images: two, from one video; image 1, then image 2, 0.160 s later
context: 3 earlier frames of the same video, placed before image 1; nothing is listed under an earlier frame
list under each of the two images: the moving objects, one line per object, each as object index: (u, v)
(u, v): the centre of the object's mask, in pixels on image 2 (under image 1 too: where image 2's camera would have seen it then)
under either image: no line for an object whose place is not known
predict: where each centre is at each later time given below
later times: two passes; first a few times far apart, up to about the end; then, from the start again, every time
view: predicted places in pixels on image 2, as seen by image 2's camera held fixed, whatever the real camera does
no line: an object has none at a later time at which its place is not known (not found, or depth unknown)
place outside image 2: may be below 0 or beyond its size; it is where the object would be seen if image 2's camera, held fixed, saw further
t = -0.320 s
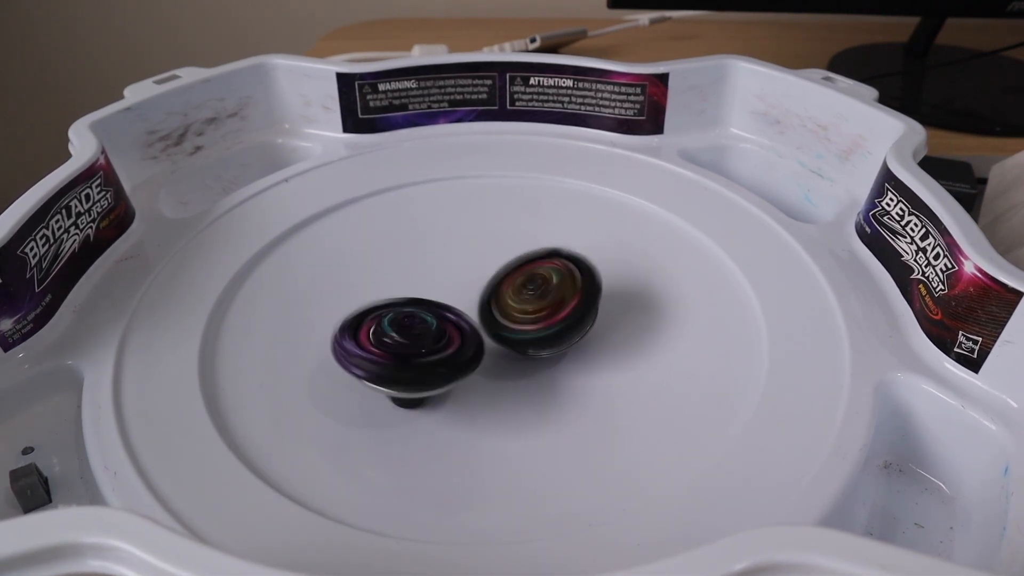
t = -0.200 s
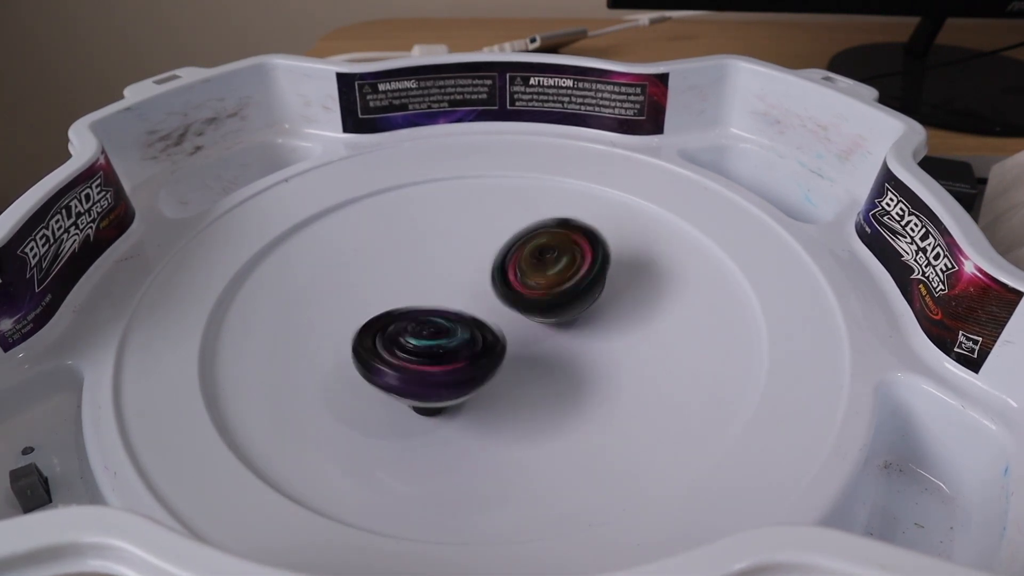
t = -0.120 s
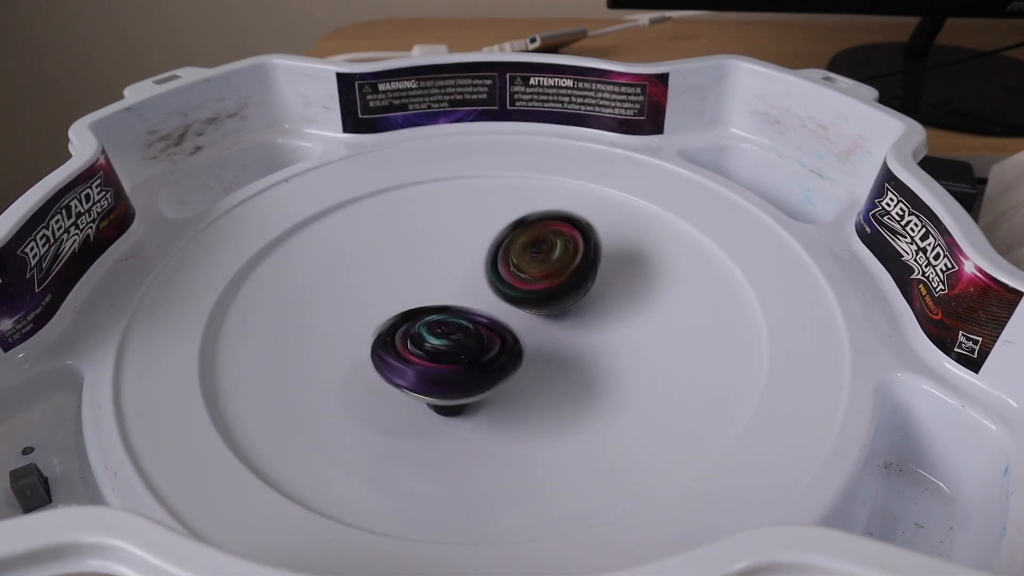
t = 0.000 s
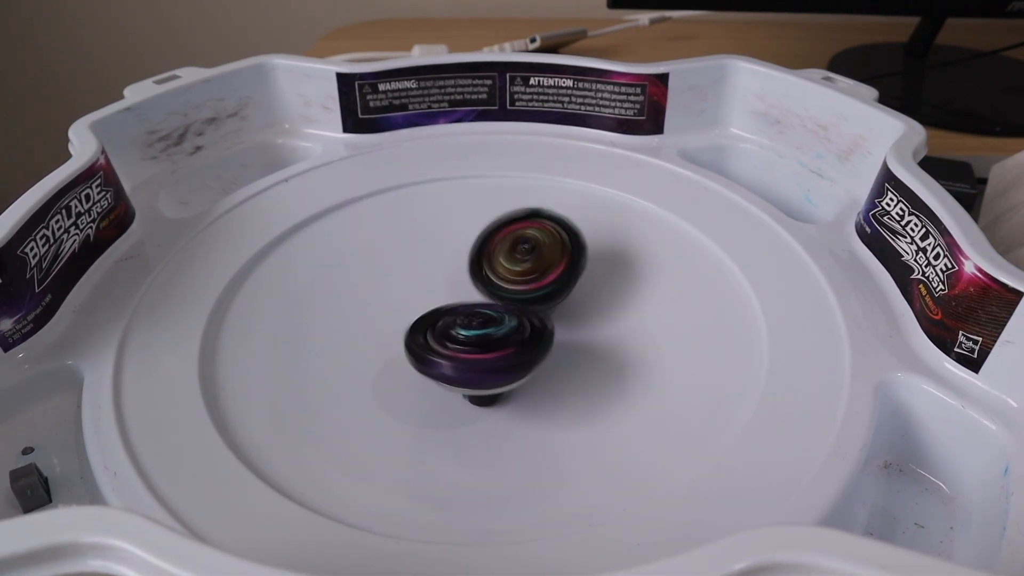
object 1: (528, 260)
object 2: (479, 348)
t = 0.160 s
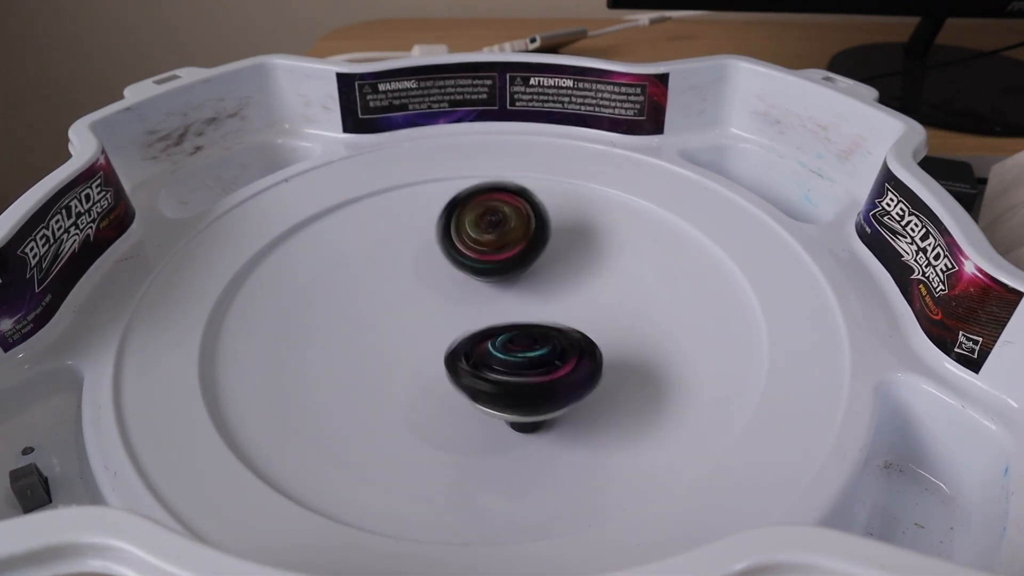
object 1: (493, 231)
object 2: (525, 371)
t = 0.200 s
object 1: (486, 231)
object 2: (530, 371)
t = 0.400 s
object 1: (467, 254)
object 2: (542, 348)
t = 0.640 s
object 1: (395, 299)
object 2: (566, 302)
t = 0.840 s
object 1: (381, 343)
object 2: (561, 270)
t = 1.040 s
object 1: (416, 378)
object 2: (531, 251)
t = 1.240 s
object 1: (478, 390)
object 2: (489, 249)
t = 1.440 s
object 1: (546, 371)
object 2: (450, 266)
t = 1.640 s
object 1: (594, 331)
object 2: (422, 295)
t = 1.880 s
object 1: (607, 281)
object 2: (428, 332)
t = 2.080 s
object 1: (580, 259)
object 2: (463, 353)
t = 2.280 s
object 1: (523, 248)
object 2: (515, 350)
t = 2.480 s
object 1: (455, 249)
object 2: (554, 324)
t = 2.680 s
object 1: (402, 266)
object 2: (563, 291)
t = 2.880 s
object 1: (383, 295)
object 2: (545, 264)
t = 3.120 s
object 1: (413, 344)
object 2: (498, 252)
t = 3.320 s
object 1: (483, 377)
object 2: (457, 263)
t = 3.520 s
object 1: (555, 373)
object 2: (428, 291)
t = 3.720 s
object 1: (586, 342)
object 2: (420, 325)
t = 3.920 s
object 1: (581, 297)
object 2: (450, 346)
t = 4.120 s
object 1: (546, 252)
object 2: (501, 349)
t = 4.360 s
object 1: (490, 232)
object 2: (556, 320)
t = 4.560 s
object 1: (447, 245)
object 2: (567, 289)
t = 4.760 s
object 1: (414, 282)
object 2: (545, 266)
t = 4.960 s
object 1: (409, 338)
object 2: (504, 258)
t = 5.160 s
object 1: (448, 382)
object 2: (457, 267)
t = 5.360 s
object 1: (501, 388)
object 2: (423, 290)
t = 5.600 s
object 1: (583, 344)
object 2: (402, 322)
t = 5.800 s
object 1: (613, 276)
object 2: (422, 333)
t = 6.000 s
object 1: (582, 233)
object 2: (482, 333)
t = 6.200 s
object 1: (521, 226)
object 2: (550, 319)
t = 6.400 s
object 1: (440, 245)
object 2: (580, 301)
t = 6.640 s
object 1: (358, 300)
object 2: (558, 283)
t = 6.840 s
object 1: (361, 351)
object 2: (504, 277)
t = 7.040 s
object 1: (439, 386)
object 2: (451, 270)
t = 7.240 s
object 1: (558, 373)
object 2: (426, 280)
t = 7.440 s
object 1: (623, 318)
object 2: (431, 304)
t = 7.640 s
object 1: (610, 263)
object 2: (464, 333)
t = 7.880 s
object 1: (533, 230)
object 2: (522, 339)
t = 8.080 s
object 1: (448, 238)
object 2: (552, 324)
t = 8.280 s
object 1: (378, 278)
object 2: (546, 297)
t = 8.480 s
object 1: (365, 335)
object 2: (524, 273)
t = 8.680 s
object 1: (432, 382)
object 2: (484, 263)
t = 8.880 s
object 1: (546, 380)
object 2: (455, 275)
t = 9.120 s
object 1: (617, 316)
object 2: (437, 308)
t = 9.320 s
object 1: (590, 262)
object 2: (454, 337)
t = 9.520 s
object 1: (518, 236)
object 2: (495, 344)
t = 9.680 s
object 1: (451, 240)
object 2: (529, 332)
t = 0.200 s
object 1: (486, 231)
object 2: (530, 371)
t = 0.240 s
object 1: (485, 234)
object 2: (533, 368)
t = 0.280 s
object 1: (479, 237)
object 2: (538, 365)
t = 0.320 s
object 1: (477, 242)
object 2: (542, 360)
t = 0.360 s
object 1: (471, 247)
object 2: (543, 354)
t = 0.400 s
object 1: (467, 254)
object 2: (542, 348)
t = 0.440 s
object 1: (457, 260)
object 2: (546, 342)
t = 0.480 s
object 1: (449, 269)
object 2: (548, 334)
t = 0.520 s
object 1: (438, 276)
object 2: (547, 327)
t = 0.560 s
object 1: (426, 285)
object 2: (549, 318)
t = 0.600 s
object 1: (409, 291)
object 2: (560, 311)
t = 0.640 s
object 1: (395, 299)
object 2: (566, 302)
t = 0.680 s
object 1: (389, 308)
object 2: (568, 295)
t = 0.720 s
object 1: (382, 315)
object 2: (568, 288)
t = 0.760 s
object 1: (380, 326)
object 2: (565, 282)
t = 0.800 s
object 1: (380, 334)
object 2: (563, 276)
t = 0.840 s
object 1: (381, 343)
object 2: (561, 270)
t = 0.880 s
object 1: (387, 352)
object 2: (558, 265)
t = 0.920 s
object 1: (392, 359)
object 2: (553, 260)
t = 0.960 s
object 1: (399, 367)
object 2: (546, 256)
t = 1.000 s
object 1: (409, 373)
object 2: (538, 253)
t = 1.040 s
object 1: (416, 378)
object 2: (531, 251)
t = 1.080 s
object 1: (429, 384)
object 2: (525, 250)
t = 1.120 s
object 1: (440, 387)
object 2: (517, 249)
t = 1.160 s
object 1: (451, 389)
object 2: (509, 248)
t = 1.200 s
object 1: (466, 390)
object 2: (499, 248)
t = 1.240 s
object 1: (478, 390)
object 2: (489, 249)
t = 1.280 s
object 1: (492, 388)
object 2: (480, 252)
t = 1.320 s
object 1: (507, 386)
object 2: (471, 255)
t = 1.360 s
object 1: (519, 382)
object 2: (464, 258)
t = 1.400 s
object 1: (532, 376)
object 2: (458, 262)
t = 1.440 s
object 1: (546, 371)
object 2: (450, 266)
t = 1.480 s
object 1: (557, 365)
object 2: (443, 270)
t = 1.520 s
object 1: (568, 357)
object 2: (436, 275)
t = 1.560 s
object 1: (579, 349)
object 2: (430, 282)
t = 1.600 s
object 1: (586, 341)
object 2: (425, 288)
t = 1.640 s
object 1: (594, 331)
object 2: (422, 295)
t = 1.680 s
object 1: (601, 322)
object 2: (420, 302)
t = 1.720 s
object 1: (604, 313)
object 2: (421, 309)
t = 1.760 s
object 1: (606, 305)
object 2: (421, 316)
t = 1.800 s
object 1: (609, 295)
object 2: (422, 322)
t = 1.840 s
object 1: (609, 288)
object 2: (424, 328)
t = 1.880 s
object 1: (607, 281)
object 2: (428, 332)
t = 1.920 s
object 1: (605, 275)
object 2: (432, 337)
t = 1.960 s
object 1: (602, 269)
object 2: (438, 343)
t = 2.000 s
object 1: (595, 266)
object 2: (445, 346)
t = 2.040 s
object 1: (587, 263)
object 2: (453, 350)
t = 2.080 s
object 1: (580, 259)
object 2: (463, 353)
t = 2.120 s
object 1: (570, 256)
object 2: (473, 354)
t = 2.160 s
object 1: (559, 255)
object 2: (484, 354)
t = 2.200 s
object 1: (549, 252)
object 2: (495, 354)
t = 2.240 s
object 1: (538, 249)
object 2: (505, 352)
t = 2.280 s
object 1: (523, 248)
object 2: (515, 350)
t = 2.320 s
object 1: (509, 247)
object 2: (525, 346)
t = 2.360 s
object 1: (497, 246)
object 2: (534, 341)
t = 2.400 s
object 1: (483, 246)
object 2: (541, 336)
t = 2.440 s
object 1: (468, 247)
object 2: (548, 330)
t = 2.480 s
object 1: (455, 249)
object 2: (554, 324)
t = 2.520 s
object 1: (444, 251)
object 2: (559, 320)
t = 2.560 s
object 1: (431, 253)
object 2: (561, 311)
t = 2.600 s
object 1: (418, 256)
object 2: (564, 305)
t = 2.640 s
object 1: (410, 261)
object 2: (564, 297)
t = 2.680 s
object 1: (402, 266)
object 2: (563, 291)
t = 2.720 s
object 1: (395, 270)
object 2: (562, 285)
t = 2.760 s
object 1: (389, 275)
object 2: (559, 279)
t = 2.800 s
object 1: (385, 282)
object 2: (555, 273)
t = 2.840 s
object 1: (385, 289)
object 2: (551, 268)
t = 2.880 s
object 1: (383, 295)
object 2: (545, 264)
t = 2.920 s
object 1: (383, 302)
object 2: (538, 260)
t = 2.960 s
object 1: (386, 310)
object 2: (531, 257)
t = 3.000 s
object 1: (391, 319)
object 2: (524, 254)
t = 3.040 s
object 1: (397, 327)
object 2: (515, 253)
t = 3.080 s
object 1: (404, 335)
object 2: (507, 252)
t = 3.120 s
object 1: (413, 344)
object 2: (498, 252)
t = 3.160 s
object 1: (426, 353)
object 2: (490, 253)
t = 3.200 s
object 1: (440, 361)
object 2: (481, 254)
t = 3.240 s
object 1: (453, 368)
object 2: (473, 257)
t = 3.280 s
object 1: (467, 373)
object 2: (464, 260)
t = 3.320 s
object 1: (483, 377)
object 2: (457, 263)
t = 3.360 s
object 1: (500, 379)
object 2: (450, 268)
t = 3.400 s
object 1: (516, 380)
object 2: (443, 273)
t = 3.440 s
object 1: (530, 379)
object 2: (438, 278)
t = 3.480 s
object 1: (542, 377)
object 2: (433, 285)
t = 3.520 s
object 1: (555, 373)
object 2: (428, 291)
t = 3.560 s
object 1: (565, 368)
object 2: (424, 298)
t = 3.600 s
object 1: (574, 362)
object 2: (421, 305)
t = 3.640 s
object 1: (579, 356)
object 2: (419, 312)
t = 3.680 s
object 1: (583, 350)
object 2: (419, 318)
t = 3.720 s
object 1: (586, 342)
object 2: (420, 325)
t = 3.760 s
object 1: (589, 334)
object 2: (423, 331)
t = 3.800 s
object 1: (590, 325)
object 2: (427, 336)
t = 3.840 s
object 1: (589, 315)
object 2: (434, 339)
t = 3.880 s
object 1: (586, 306)
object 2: (442, 344)
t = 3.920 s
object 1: (581, 297)
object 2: (450, 346)
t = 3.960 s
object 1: (576, 288)
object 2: (460, 349)
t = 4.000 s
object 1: (570, 278)
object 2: (471, 350)
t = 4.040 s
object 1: (562, 269)
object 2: (481, 351)
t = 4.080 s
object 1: (554, 260)
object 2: (492, 351)
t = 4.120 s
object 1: (546, 252)
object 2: (501, 349)
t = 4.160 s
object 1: (536, 246)
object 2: (510, 347)
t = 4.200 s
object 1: (526, 241)
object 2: (519, 343)
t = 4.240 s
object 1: (516, 238)
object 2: (529, 338)
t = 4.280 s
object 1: (507, 236)
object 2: (539, 333)
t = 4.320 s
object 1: (498, 233)
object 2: (548, 327)
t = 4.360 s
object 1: (490, 232)
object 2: (556, 320)
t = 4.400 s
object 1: (481, 233)
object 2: (562, 314)
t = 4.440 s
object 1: (472, 234)
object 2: (566, 310)
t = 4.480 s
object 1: (463, 237)
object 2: (566, 302)
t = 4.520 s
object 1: (455, 240)
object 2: (566, 295)
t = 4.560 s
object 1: (447, 245)
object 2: (567, 289)
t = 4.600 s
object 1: (440, 251)
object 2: (566, 283)
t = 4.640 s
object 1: (433, 258)
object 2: (564, 278)
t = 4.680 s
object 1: (426, 265)
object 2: (559, 273)
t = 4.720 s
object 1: (420, 273)
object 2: (553, 270)
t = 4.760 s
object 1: (414, 282)
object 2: (545, 266)
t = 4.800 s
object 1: (409, 293)
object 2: (537, 262)
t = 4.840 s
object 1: (406, 304)
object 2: (530, 259)
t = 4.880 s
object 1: (405, 315)
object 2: (523, 257)
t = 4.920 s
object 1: (406, 327)
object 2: (514, 257)
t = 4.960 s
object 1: (409, 338)
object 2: (504, 258)
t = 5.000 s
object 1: (414, 349)
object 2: (493, 259)
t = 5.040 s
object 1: (421, 360)
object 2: (482, 259)
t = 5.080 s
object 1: (429, 368)
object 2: (474, 260)
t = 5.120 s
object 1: (438, 376)
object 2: (466, 263)
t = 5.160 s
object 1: (448, 382)
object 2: (457, 267)
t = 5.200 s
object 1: (458, 386)
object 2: (448, 271)
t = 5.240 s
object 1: (469, 389)
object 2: (439, 275)
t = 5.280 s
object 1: (480, 391)
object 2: (433, 279)
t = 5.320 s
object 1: (490, 390)
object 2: (428, 285)
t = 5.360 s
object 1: (501, 388)
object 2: (423, 290)
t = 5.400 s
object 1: (512, 384)
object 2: (419, 296)
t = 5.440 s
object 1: (523, 379)
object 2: (414, 302)
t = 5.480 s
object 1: (533, 373)
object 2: (413, 308)
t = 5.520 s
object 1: (543, 365)
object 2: (416, 314)
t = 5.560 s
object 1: (562, 354)
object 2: (410, 319)
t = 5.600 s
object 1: (583, 344)
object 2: (402, 322)
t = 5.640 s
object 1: (595, 331)
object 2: (400, 325)
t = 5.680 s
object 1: (604, 317)
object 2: (404, 329)
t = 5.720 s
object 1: (610, 303)
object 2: (410, 332)
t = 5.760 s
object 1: (614, 289)
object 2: (416, 333)
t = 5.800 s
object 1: (613, 276)
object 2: (422, 333)
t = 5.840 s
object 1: (612, 264)
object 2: (433, 334)
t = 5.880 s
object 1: (607, 254)
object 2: (446, 336)
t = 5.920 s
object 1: (600, 246)
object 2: (456, 335)
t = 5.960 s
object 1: (592, 239)
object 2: (466, 334)
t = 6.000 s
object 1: (582, 233)
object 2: (482, 333)
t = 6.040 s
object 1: (572, 230)
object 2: (497, 330)
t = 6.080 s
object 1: (561, 227)
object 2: (509, 328)
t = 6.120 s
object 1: (549, 226)
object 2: (522, 324)
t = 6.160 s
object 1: (536, 226)
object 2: (538, 322)
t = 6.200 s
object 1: (521, 226)
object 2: (550, 319)
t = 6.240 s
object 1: (506, 228)
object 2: (558, 316)
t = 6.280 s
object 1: (490, 230)
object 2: (568, 312)
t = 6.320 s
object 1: (474, 234)
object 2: (575, 308)
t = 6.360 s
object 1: (457, 239)
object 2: (576, 305)
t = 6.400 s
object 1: (440, 245)
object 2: (580, 301)
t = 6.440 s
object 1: (423, 252)
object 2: (581, 298)
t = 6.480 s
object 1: (406, 261)
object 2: (576, 296)
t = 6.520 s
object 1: (392, 270)
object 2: (575, 292)
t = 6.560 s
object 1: (378, 279)
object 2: (572, 289)
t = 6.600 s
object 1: (367, 290)
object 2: (563, 287)
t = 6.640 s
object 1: (358, 300)
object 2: (558, 283)
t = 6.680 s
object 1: (353, 311)
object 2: (551, 282)
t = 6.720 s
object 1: (350, 322)
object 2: (539, 281)
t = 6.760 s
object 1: (350, 331)
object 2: (530, 279)
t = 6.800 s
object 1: (354, 341)
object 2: (519, 278)
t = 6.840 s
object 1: (361, 351)
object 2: (504, 277)
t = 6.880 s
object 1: (370, 360)
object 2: (494, 274)
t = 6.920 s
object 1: (383, 368)
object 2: (482, 274)
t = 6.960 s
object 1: (399, 376)
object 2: (469, 271)
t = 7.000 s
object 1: (417, 381)
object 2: (462, 270)
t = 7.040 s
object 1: (439, 386)
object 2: (451, 270)
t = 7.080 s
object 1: (462, 388)
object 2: (444, 269)
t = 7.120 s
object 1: (487, 388)
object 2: (439, 272)
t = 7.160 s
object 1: (512, 385)
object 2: (431, 274)
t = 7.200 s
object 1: (535, 380)
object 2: (429, 276)
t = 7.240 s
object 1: (558, 373)
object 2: (426, 280)
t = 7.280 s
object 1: (578, 365)
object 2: (423, 282)
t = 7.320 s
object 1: (594, 354)
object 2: (424, 288)
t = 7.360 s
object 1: (608, 342)
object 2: (422, 293)
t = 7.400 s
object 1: (617, 330)
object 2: (426, 298)
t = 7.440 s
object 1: (623, 318)
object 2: (431, 304)
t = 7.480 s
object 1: (625, 306)
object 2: (434, 309)
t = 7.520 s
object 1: (625, 294)
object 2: (443, 316)
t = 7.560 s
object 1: (623, 283)
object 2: (447, 322)
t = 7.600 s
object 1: (618, 273)
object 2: (456, 328)
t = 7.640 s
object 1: (610, 263)
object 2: (464, 333)
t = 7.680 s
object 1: (600, 256)
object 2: (472, 336)
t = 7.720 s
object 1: (589, 249)
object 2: (484, 338)
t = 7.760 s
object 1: (577, 242)
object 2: (490, 340)
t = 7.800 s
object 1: (563, 237)
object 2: (503, 345)
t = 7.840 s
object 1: (548, 233)
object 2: (510, 341)
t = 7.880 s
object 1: (533, 230)
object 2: (522, 339)
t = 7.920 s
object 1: (517, 230)
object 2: (529, 339)
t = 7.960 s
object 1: (500, 230)
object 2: (536, 335)
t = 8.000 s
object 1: (482, 232)
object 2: (543, 333)
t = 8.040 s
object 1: (465, 234)
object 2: (547, 328)
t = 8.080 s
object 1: (448, 238)
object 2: (552, 324)
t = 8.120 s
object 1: (432, 244)
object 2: (551, 320)
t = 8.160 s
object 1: (418, 251)
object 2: (554, 314)
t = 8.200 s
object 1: (403, 259)
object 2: (551, 308)
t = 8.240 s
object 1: (389, 269)
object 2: (552, 302)
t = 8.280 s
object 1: (378, 278)
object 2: (546, 297)
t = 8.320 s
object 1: (368, 288)
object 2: (546, 291)
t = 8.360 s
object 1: (363, 299)
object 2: (538, 286)
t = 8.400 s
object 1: (360, 311)
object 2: (536, 280)
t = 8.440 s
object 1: (361, 323)
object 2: (527, 277)
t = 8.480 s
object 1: (365, 335)
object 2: (524, 273)
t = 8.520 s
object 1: (371, 346)
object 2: (514, 269)
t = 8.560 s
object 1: (381, 357)
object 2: (509, 266)
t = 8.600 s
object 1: (395, 366)
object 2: (499, 265)
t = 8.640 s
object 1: (412, 375)
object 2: (494, 263)
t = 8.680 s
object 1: (432, 382)
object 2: (484, 263)
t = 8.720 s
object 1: (454, 387)
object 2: (479, 264)
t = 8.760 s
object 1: (476, 389)
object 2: (469, 265)
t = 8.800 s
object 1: (500, 389)
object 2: (466, 267)
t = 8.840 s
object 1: (524, 385)
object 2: (458, 269)
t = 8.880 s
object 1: (546, 380)
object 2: (455, 275)
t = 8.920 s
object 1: (566, 373)
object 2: (448, 278)
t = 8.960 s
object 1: (582, 363)
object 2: (447, 285)
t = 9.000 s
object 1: (595, 352)
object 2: (442, 289)
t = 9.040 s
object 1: (605, 340)
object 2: (440, 296)
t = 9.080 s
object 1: (613, 328)
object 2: (438, 301)
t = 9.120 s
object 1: (617, 316)
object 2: (437, 308)
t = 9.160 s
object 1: (615, 303)
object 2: (439, 314)
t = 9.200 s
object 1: (613, 292)
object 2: (438, 321)
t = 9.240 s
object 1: (608, 280)
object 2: (444, 327)
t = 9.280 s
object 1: (601, 270)
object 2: (446, 331)
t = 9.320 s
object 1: (590, 262)
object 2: (454, 337)
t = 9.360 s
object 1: (577, 254)
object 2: (459, 340)
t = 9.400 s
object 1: (564, 247)
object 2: (468, 343)
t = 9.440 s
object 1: (550, 241)
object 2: (477, 344)
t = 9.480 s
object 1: (534, 237)
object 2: (484, 345)
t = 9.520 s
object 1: (518, 236)
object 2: (495, 344)
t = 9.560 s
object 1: (500, 234)
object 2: (502, 342)
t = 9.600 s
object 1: (484, 234)
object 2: (514, 339)
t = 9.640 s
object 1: (468, 235)
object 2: (521, 336)
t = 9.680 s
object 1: (451, 240)
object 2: (529, 332)
